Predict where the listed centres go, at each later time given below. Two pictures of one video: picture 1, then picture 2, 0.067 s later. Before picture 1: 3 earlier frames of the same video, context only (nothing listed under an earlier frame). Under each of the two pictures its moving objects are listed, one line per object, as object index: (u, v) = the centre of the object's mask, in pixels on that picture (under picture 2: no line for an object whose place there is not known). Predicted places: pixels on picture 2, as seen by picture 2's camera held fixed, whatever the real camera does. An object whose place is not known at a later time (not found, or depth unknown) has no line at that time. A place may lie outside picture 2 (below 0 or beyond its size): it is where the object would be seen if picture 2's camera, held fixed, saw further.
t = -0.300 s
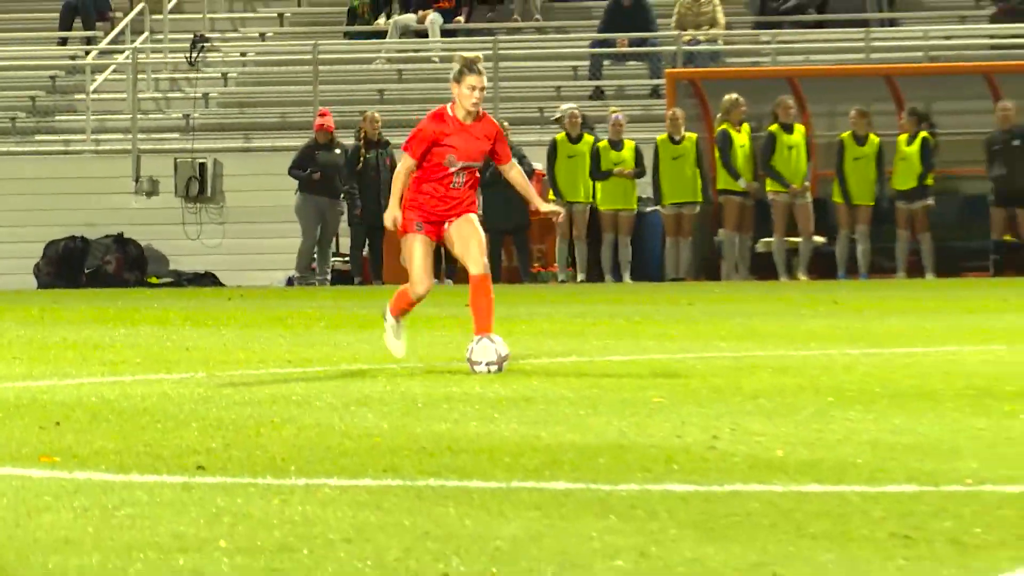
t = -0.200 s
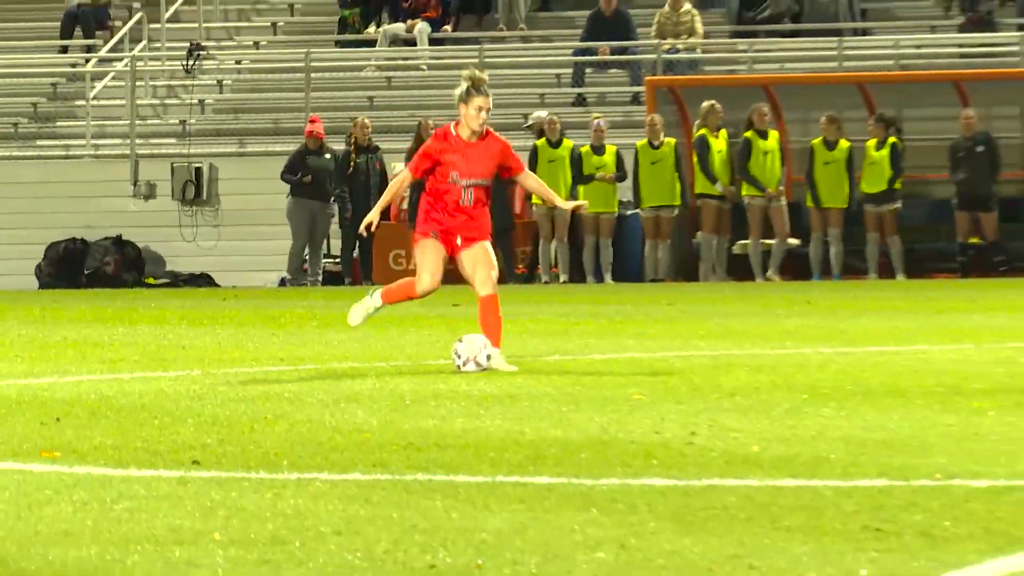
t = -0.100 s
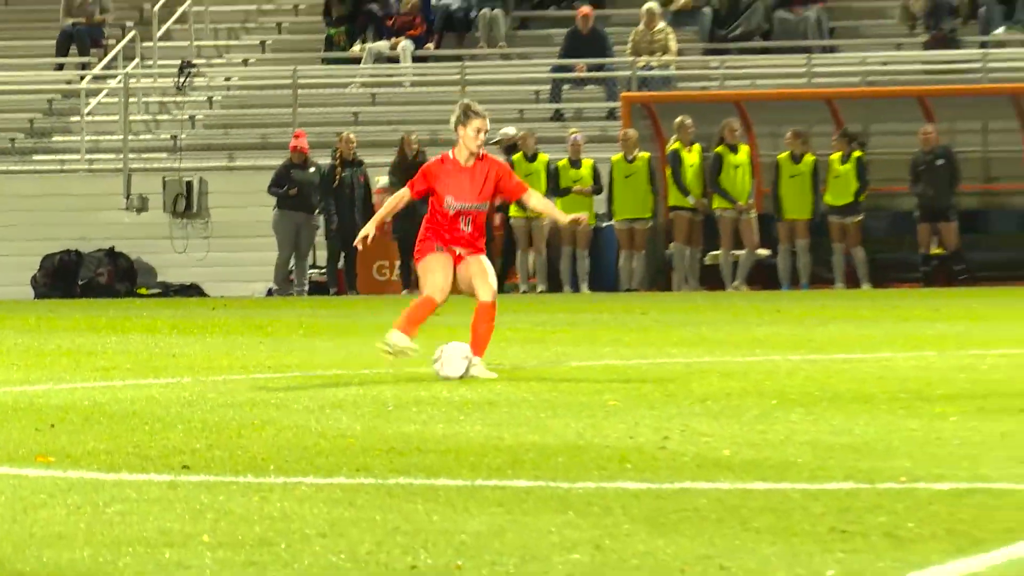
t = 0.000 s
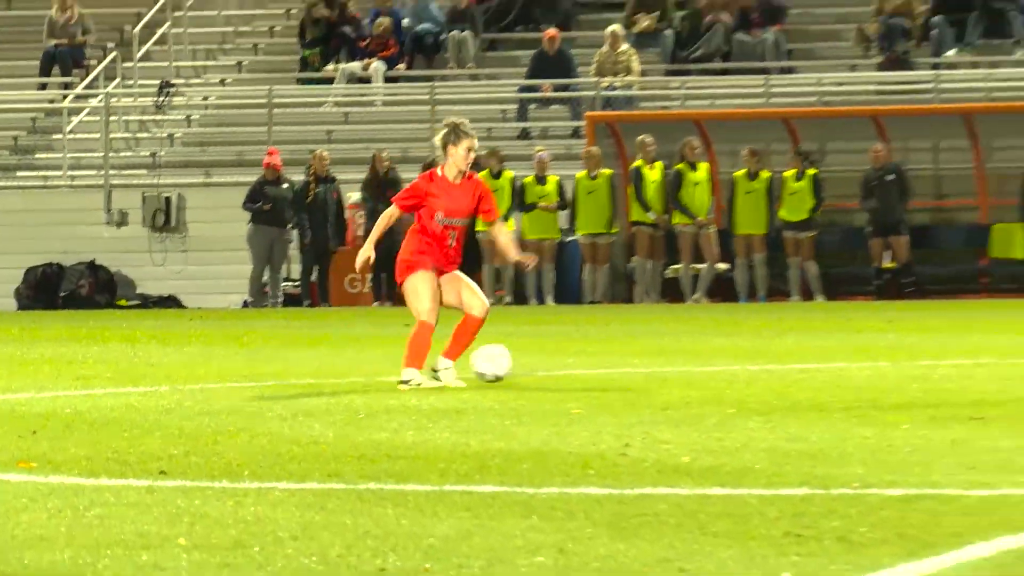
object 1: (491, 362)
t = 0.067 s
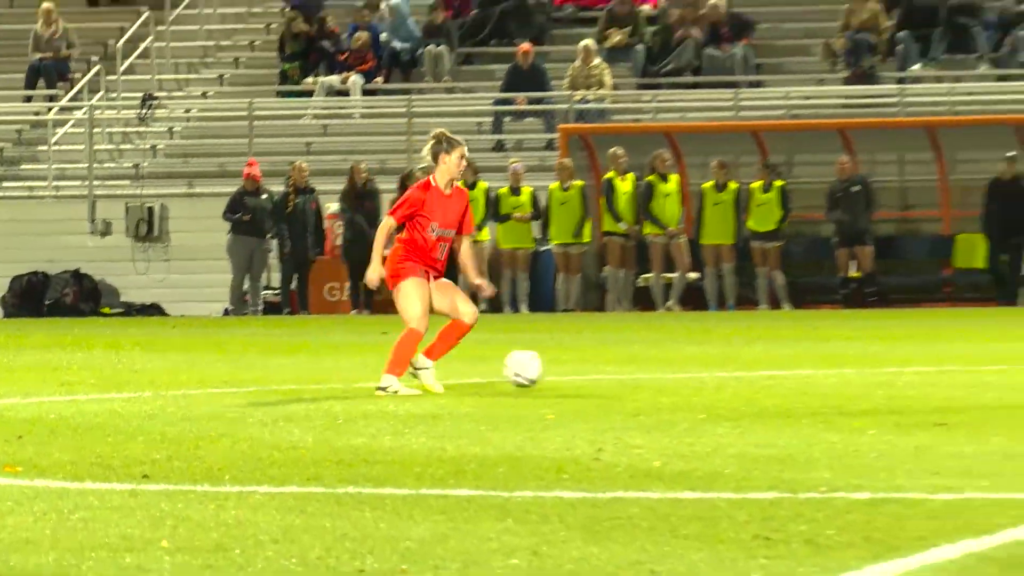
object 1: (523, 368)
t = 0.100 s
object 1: (549, 370)
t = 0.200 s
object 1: (615, 366)
